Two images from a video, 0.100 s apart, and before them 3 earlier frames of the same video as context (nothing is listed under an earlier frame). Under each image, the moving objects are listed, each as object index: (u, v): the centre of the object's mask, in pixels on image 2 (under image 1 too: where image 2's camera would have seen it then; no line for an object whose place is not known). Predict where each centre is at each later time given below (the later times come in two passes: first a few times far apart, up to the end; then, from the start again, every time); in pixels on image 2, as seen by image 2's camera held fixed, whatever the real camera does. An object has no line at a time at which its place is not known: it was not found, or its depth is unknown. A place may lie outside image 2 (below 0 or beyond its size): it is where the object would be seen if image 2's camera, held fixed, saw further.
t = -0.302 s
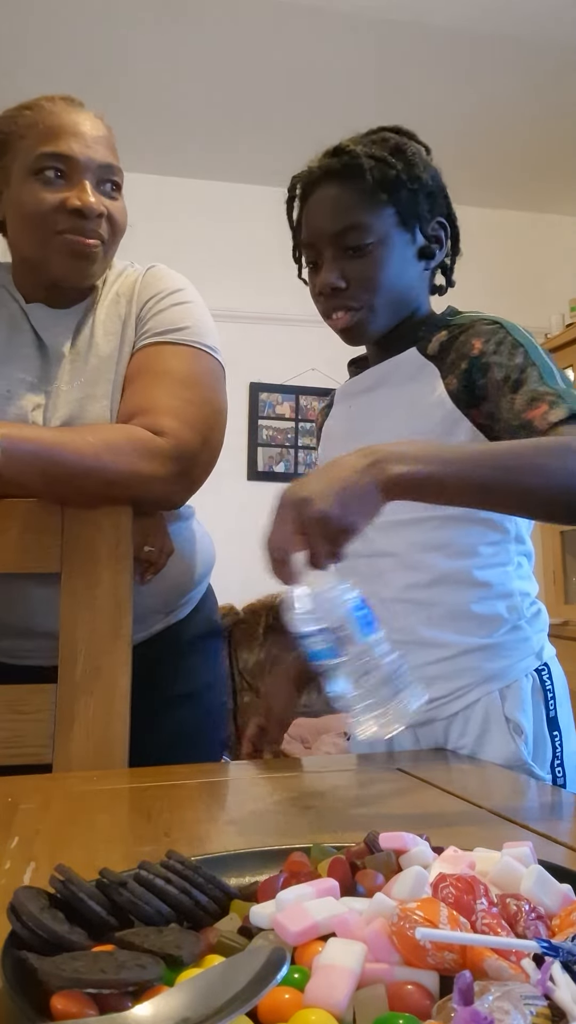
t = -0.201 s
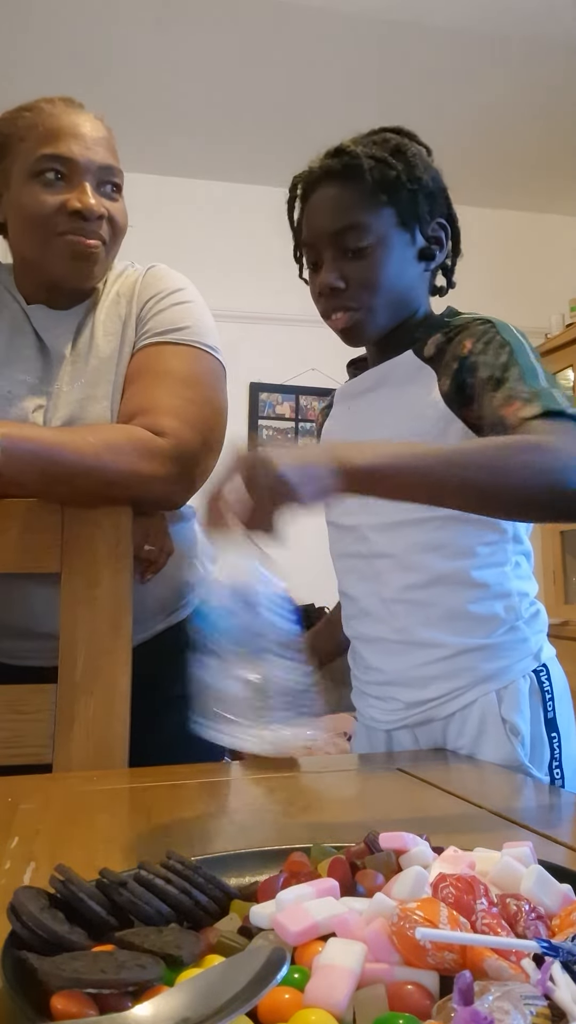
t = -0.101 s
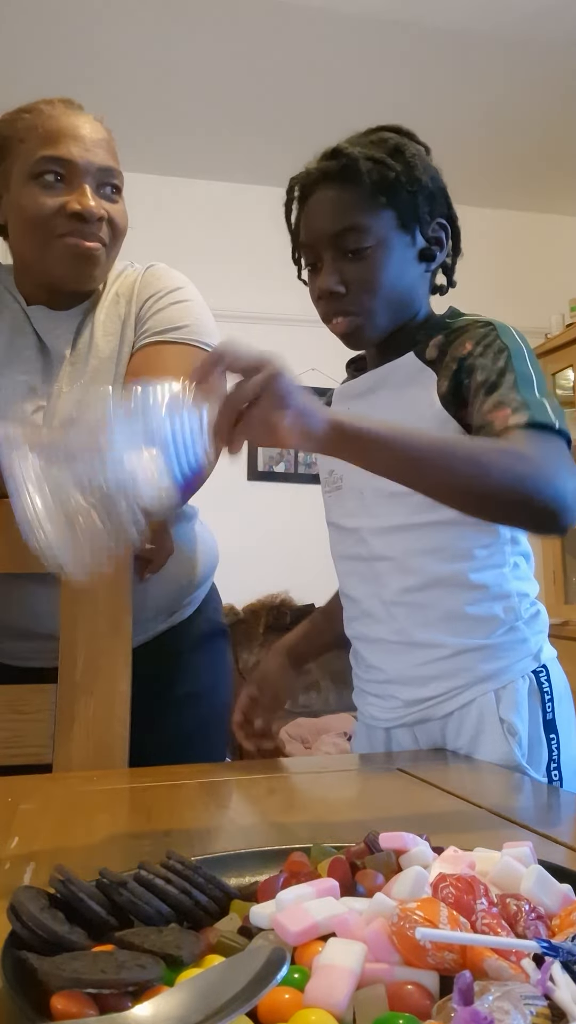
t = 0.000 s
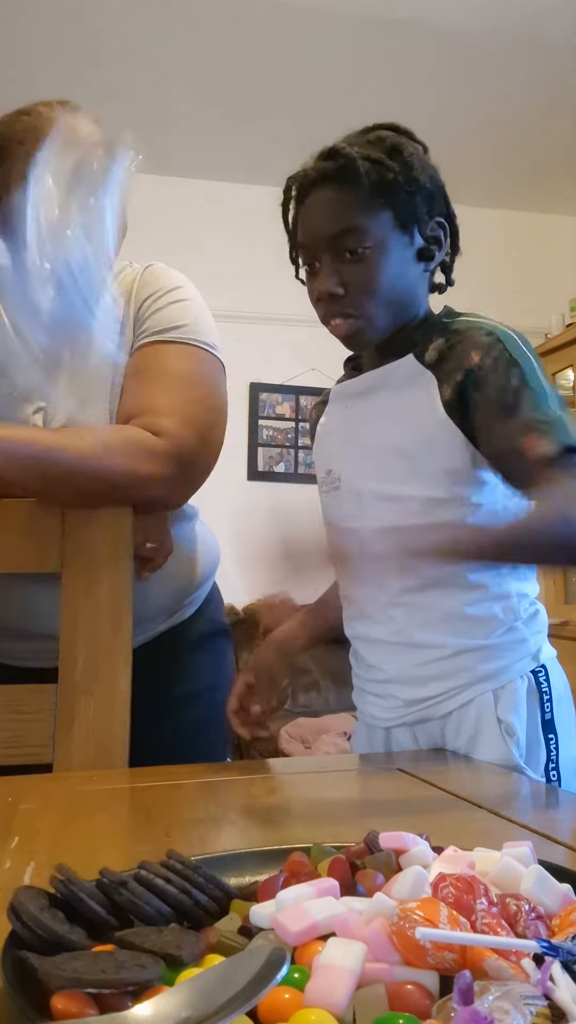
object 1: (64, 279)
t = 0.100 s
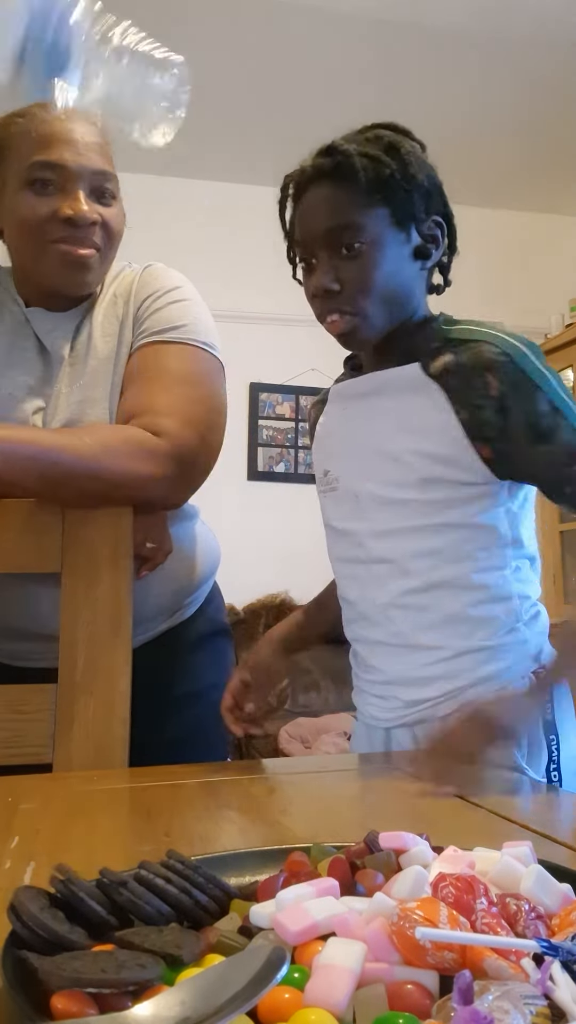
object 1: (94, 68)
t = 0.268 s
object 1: (141, 114)
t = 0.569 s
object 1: (289, 767)
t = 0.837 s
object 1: (383, 779)
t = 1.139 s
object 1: (381, 776)
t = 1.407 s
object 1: (387, 778)
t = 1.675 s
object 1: (388, 778)
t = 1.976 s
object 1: (382, 776)
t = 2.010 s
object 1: (382, 776)
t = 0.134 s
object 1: (109, 61)
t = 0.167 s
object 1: (124, 66)
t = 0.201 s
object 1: (132, 78)
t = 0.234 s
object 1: (136, 91)
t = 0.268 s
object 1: (141, 114)
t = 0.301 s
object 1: (153, 160)
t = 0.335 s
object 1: (168, 238)
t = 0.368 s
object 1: (182, 350)
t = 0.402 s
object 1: (190, 463)
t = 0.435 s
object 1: (202, 583)
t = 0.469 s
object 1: (221, 691)
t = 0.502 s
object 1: (255, 745)
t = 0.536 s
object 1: (271, 777)
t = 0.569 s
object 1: (289, 767)
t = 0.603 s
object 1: (309, 762)
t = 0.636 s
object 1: (328, 762)
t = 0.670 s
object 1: (343, 769)
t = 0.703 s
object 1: (360, 781)
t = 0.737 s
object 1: (364, 781)
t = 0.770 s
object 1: (369, 780)
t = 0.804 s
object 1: (377, 780)
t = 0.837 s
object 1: (383, 779)
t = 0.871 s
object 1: (385, 778)
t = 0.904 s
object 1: (385, 778)
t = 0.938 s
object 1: (385, 777)
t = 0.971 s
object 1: (383, 777)
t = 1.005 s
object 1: (382, 777)
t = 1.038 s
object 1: (382, 776)
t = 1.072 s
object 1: (381, 776)
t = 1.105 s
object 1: (381, 776)
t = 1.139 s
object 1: (381, 776)
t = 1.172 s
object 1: (380, 776)
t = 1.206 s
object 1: (381, 776)
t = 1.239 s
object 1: (382, 777)
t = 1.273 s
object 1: (384, 777)
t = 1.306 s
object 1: (385, 777)
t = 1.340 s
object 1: (385, 777)
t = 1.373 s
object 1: (386, 777)
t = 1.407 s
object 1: (387, 778)
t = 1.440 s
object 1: (388, 778)
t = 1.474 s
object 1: (388, 778)
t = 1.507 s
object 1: (388, 778)
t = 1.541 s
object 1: (388, 778)
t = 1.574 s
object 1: (388, 778)
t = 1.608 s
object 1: (388, 778)
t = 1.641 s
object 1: (388, 778)
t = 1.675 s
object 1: (388, 778)
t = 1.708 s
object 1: (386, 778)
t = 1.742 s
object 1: (385, 777)
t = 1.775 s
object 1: (384, 777)
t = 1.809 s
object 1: (384, 777)
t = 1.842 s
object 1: (383, 777)
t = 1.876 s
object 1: (382, 777)
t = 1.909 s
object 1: (382, 776)
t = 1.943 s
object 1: (382, 776)
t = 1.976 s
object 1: (382, 776)
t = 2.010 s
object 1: (382, 776)
